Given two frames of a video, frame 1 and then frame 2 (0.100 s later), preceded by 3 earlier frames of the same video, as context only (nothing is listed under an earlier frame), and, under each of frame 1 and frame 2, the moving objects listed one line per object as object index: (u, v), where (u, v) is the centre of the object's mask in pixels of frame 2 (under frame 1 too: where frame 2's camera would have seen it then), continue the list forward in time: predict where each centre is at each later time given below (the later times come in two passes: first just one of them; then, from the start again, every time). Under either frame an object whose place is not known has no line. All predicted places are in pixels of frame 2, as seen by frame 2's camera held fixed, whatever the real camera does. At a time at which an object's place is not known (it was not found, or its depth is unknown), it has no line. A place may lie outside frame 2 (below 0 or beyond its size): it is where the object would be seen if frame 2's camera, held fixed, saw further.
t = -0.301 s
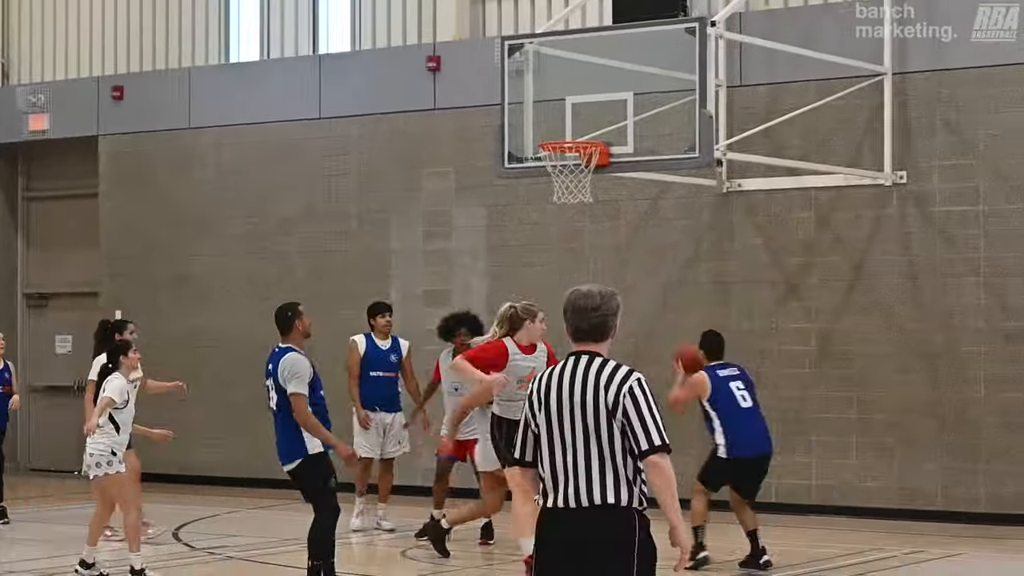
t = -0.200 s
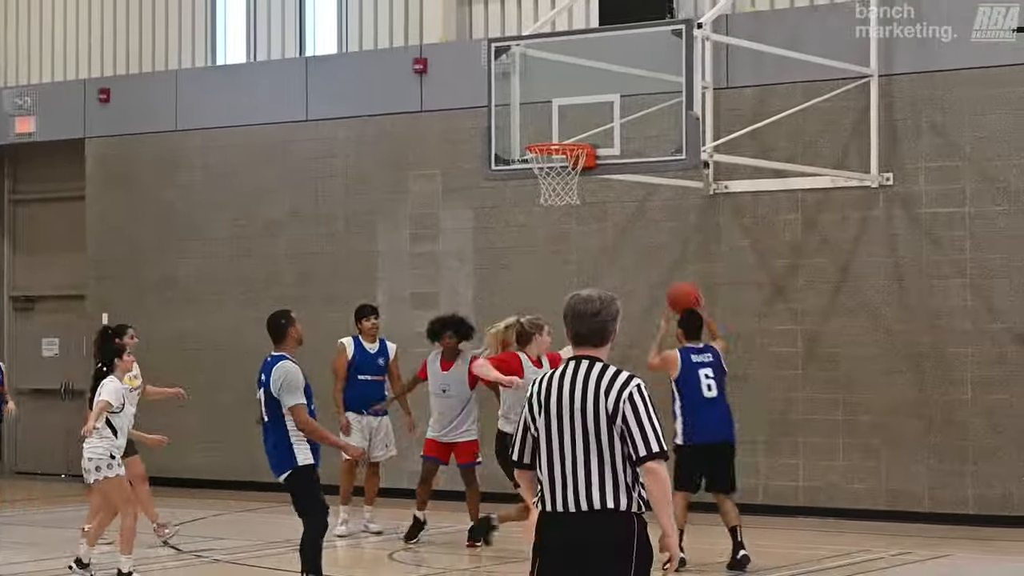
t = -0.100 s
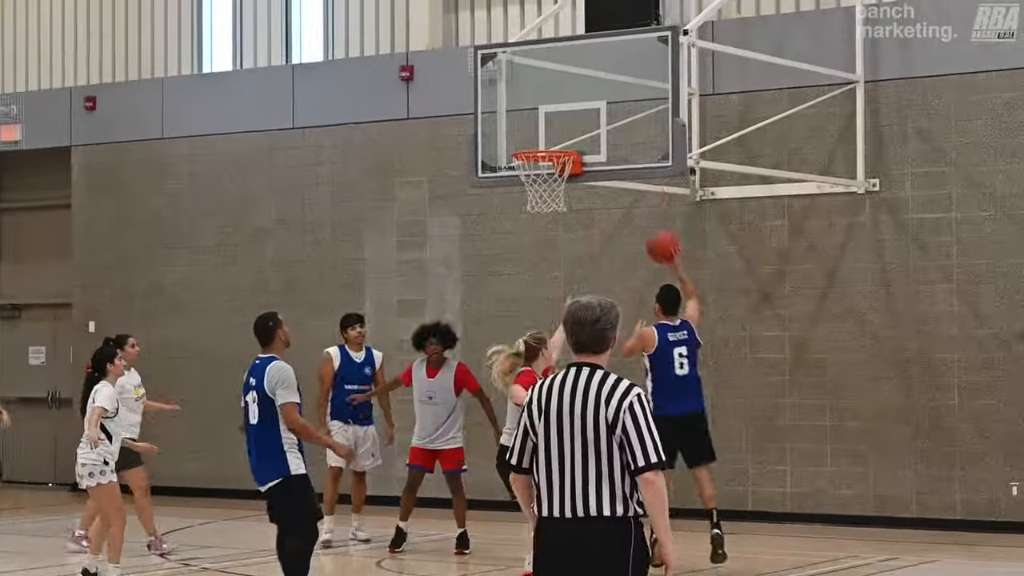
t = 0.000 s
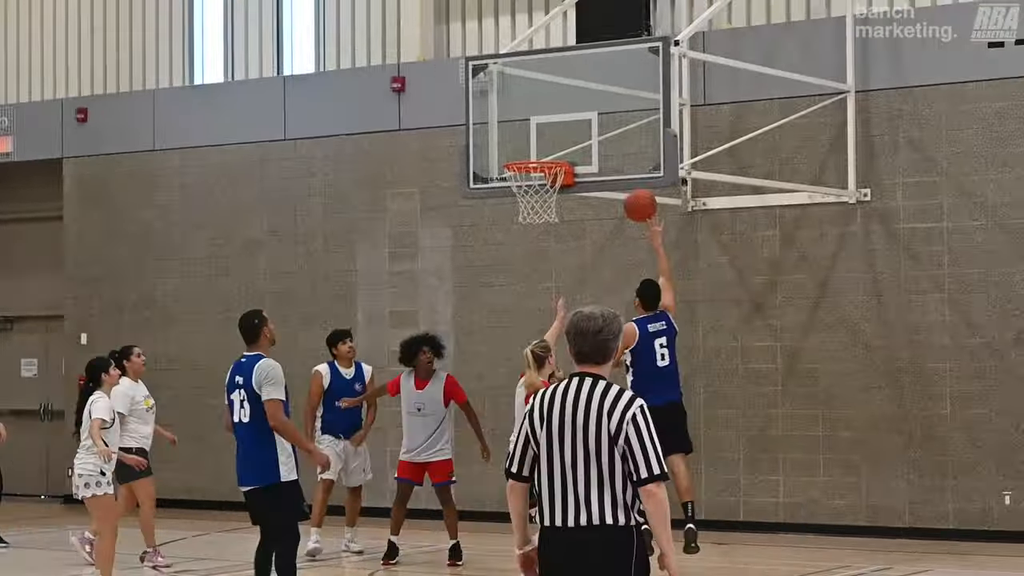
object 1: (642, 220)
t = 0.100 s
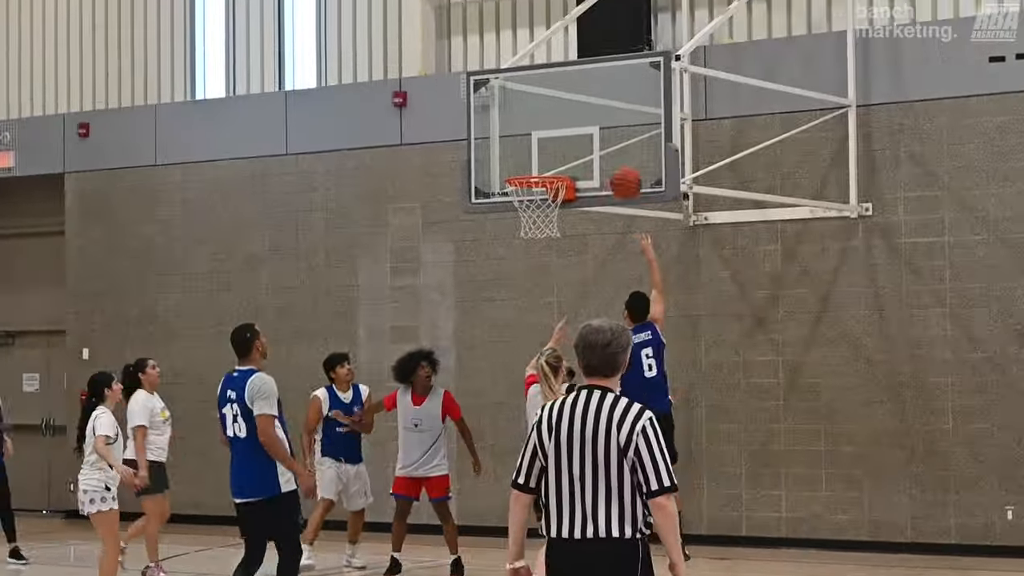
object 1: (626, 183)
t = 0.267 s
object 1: (599, 152)
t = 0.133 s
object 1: (621, 173)
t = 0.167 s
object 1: (615, 165)
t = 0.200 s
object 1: (610, 159)
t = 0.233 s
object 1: (605, 154)
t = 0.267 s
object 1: (599, 152)
